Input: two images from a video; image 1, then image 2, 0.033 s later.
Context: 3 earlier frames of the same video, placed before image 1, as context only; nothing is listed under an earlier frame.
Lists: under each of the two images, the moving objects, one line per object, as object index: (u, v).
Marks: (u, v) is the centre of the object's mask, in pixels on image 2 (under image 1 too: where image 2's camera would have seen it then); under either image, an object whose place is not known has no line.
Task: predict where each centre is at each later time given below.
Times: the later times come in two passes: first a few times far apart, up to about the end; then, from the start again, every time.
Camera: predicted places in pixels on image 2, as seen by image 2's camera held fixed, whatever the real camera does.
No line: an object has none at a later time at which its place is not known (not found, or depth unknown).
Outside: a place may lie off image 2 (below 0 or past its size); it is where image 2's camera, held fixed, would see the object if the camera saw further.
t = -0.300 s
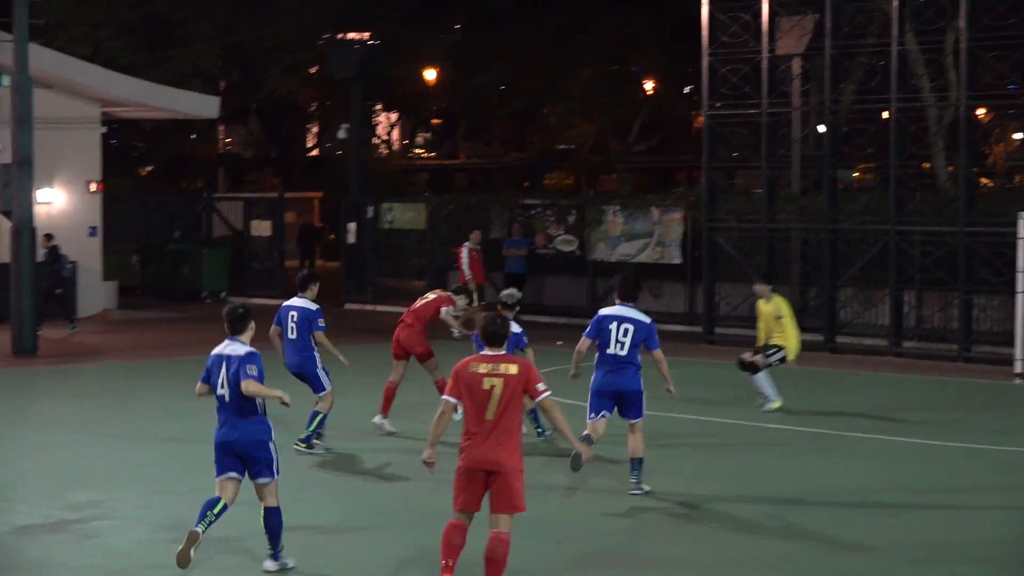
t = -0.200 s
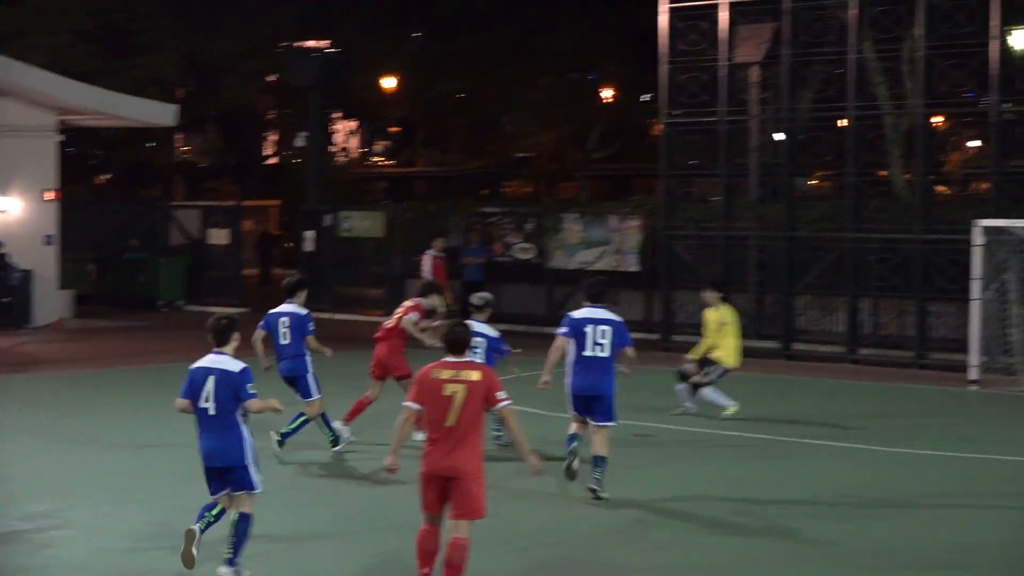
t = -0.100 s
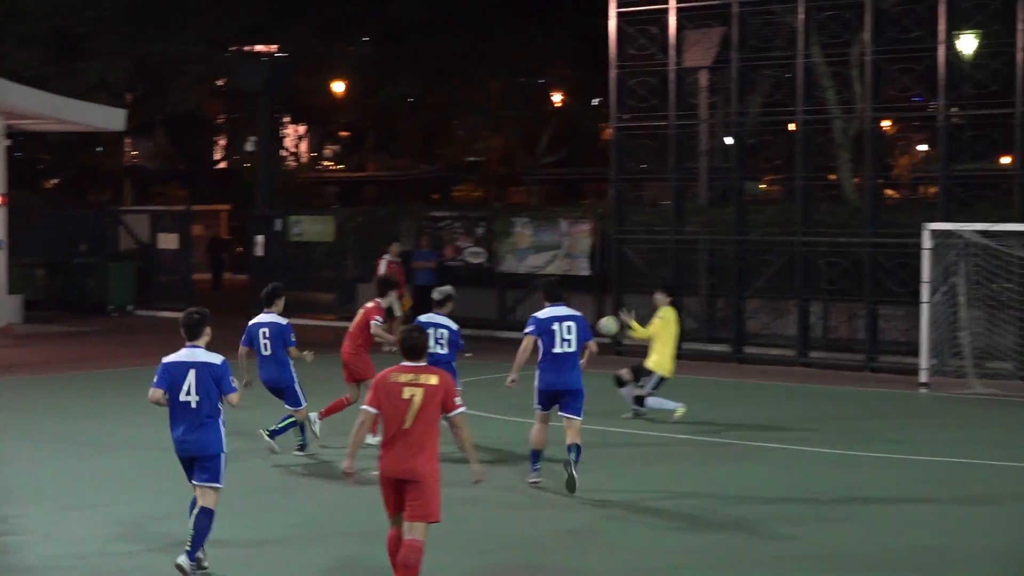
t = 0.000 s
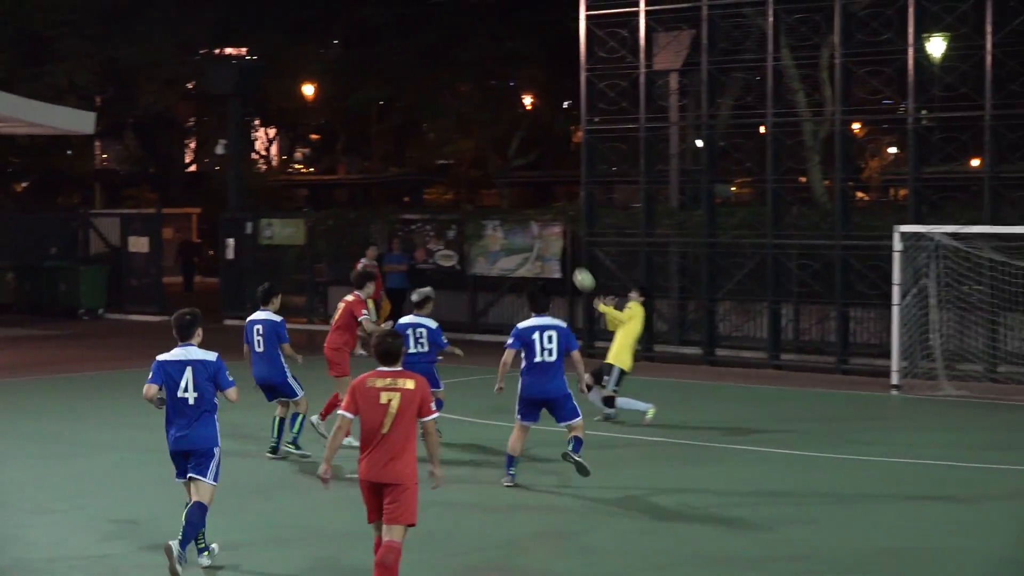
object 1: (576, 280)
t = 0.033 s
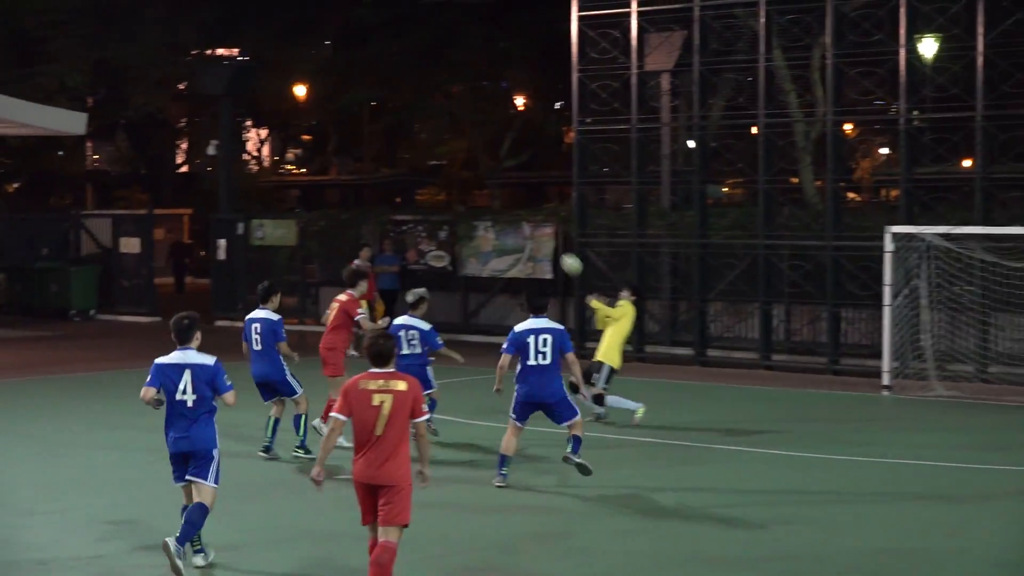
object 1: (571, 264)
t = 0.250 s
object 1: (544, 186)
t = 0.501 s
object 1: (521, 152)
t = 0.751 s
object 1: (502, 173)
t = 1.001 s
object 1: (486, 241)
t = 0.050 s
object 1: (569, 256)
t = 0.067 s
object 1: (567, 249)
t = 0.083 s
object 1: (565, 241)
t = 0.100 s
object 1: (563, 235)
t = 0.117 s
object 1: (561, 228)
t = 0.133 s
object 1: (558, 221)
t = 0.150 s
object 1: (556, 215)
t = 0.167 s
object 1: (553, 209)
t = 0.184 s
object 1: (552, 205)
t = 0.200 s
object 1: (550, 199)
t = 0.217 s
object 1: (548, 194)
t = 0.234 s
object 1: (546, 190)
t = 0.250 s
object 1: (544, 186)
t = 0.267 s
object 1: (543, 181)
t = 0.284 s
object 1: (541, 177)
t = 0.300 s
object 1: (539, 173)
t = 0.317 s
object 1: (538, 170)
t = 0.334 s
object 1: (536, 168)
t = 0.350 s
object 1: (535, 165)
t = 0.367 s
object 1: (533, 163)
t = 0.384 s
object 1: (532, 161)
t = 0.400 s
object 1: (530, 159)
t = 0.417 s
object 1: (529, 157)
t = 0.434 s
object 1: (527, 156)
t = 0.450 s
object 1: (526, 155)
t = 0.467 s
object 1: (524, 154)
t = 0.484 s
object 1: (523, 153)
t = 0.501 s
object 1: (521, 152)
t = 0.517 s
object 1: (520, 152)
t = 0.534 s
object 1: (519, 152)
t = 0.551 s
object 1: (518, 153)
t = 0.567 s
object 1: (516, 153)
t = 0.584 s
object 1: (515, 154)
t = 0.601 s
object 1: (513, 155)
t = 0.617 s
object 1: (512, 156)
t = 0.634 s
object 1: (511, 157)
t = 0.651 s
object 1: (510, 159)
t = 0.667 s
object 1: (508, 160)
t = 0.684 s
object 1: (507, 163)
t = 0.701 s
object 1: (506, 165)
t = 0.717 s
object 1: (504, 168)
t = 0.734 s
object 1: (503, 170)
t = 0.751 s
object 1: (502, 173)
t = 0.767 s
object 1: (501, 176)
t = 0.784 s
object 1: (500, 180)
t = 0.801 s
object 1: (499, 183)
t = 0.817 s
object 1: (498, 187)
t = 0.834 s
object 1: (496, 191)
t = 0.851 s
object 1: (495, 195)
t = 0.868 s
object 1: (494, 200)
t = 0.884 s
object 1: (493, 204)
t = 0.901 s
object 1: (492, 209)
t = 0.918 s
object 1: (491, 214)
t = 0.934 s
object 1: (490, 220)
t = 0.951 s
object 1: (489, 225)
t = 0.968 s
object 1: (488, 230)
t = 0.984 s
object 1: (487, 235)
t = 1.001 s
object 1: (486, 241)
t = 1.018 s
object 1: (485, 248)
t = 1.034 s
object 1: (483, 255)
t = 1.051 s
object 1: (482, 260)
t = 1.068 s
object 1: (481, 269)
